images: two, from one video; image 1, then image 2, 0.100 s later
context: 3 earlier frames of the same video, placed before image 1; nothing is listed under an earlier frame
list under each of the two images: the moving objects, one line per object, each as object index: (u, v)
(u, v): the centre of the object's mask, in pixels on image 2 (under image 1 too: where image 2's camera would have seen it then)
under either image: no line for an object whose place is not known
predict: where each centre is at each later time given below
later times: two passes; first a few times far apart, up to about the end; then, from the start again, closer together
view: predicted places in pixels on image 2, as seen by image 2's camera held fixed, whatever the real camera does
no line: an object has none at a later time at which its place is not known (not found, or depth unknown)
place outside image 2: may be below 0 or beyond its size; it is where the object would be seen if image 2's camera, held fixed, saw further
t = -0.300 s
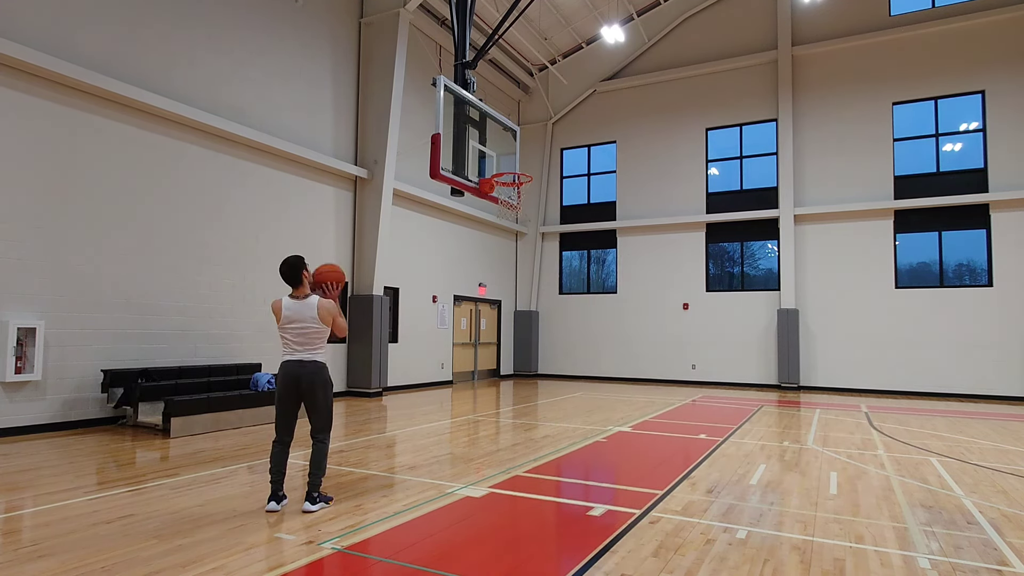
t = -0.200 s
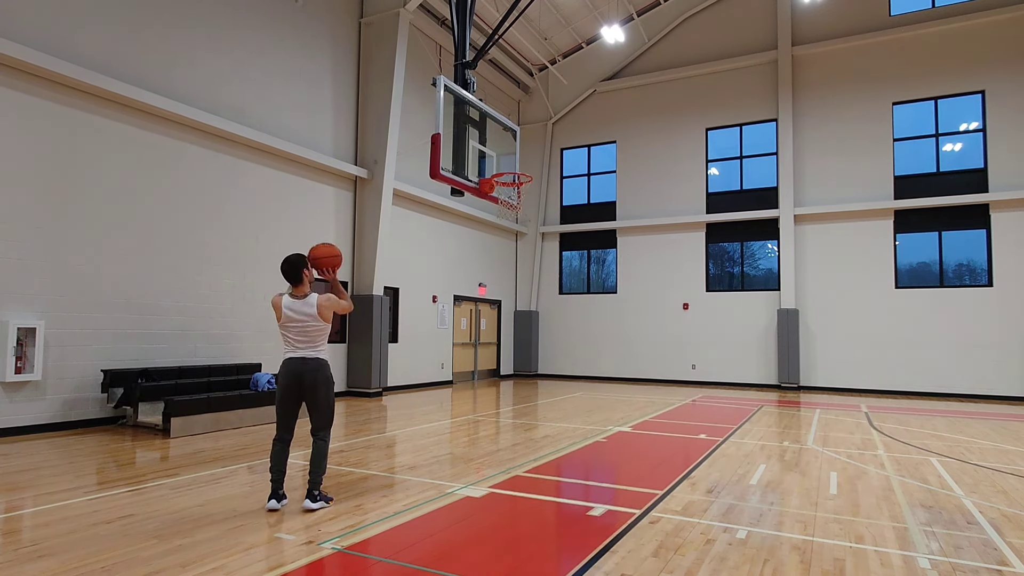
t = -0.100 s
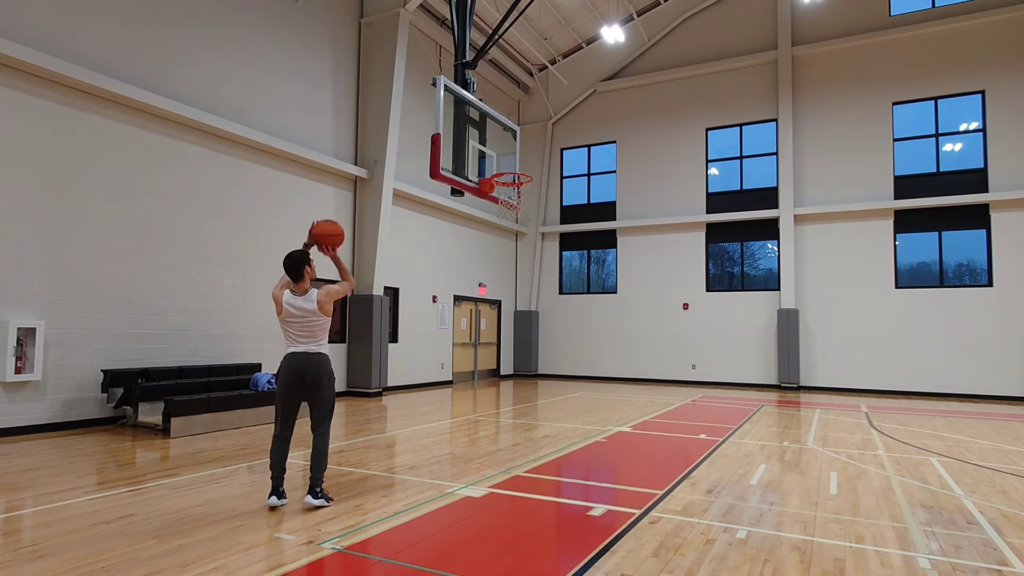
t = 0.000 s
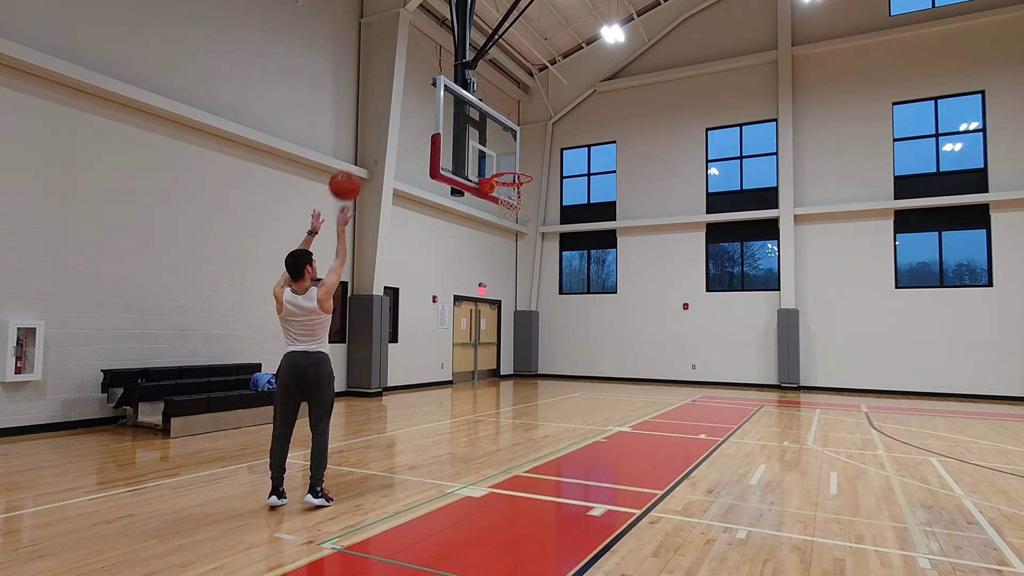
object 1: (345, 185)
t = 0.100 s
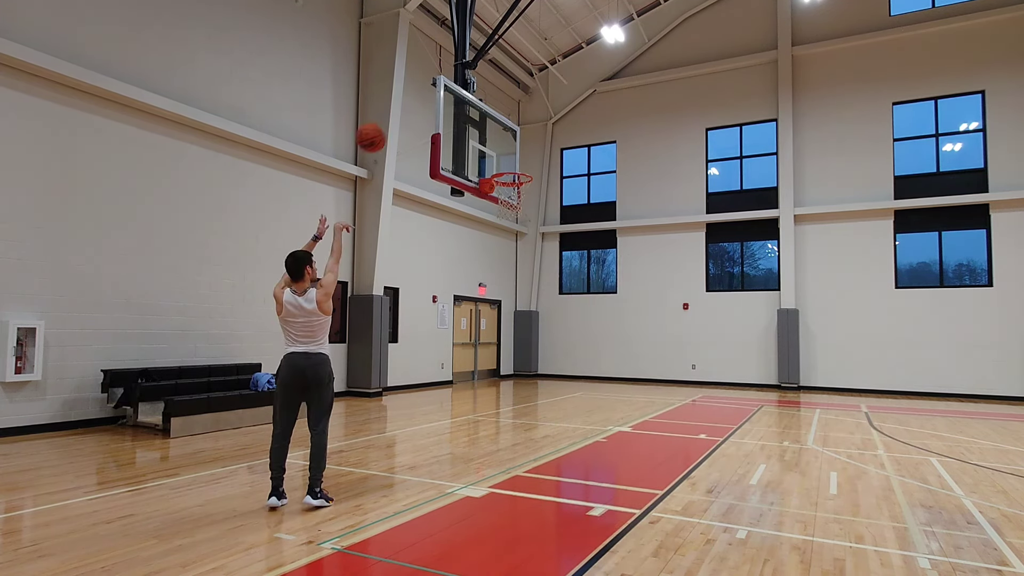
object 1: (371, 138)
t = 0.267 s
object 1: (409, 91)
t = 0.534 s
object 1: (456, 83)
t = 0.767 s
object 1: (488, 129)
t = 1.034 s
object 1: (516, 154)
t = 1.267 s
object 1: (537, 174)
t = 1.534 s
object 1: (556, 247)
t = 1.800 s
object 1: (573, 368)
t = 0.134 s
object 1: (379, 125)
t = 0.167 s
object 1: (387, 114)
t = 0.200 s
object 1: (394, 105)
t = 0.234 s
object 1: (402, 97)
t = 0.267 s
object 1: (409, 91)
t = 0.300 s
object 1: (415, 86)
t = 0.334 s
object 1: (422, 82)
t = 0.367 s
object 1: (428, 79)
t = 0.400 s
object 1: (434, 78)
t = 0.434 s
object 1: (440, 78)
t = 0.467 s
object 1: (445, 79)
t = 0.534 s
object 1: (456, 83)
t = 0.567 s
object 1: (461, 87)
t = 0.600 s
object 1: (465, 92)
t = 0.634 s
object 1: (470, 98)
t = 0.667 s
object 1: (475, 105)
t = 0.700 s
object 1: (479, 112)
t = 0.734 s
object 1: (484, 121)
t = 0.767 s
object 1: (488, 129)
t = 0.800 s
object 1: (493, 139)
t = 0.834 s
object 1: (497, 149)
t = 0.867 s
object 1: (501, 160)
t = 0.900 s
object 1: (504, 162)
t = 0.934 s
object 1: (507, 159)
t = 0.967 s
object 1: (510, 156)
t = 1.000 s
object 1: (513, 155)
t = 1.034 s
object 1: (516, 154)
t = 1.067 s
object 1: (519, 154)
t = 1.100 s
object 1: (522, 155)
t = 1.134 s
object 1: (525, 157)
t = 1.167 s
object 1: (528, 160)
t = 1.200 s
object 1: (530, 164)
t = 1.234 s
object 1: (533, 168)
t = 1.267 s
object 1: (537, 174)
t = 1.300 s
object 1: (539, 180)
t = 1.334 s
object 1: (541, 188)
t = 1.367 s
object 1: (544, 195)
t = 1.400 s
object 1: (546, 204)
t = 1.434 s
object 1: (549, 214)
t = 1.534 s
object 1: (556, 247)
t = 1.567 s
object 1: (558, 259)
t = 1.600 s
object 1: (560, 273)
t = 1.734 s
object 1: (569, 334)
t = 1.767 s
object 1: (571, 350)
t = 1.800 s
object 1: (573, 368)
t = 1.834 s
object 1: (575, 386)
